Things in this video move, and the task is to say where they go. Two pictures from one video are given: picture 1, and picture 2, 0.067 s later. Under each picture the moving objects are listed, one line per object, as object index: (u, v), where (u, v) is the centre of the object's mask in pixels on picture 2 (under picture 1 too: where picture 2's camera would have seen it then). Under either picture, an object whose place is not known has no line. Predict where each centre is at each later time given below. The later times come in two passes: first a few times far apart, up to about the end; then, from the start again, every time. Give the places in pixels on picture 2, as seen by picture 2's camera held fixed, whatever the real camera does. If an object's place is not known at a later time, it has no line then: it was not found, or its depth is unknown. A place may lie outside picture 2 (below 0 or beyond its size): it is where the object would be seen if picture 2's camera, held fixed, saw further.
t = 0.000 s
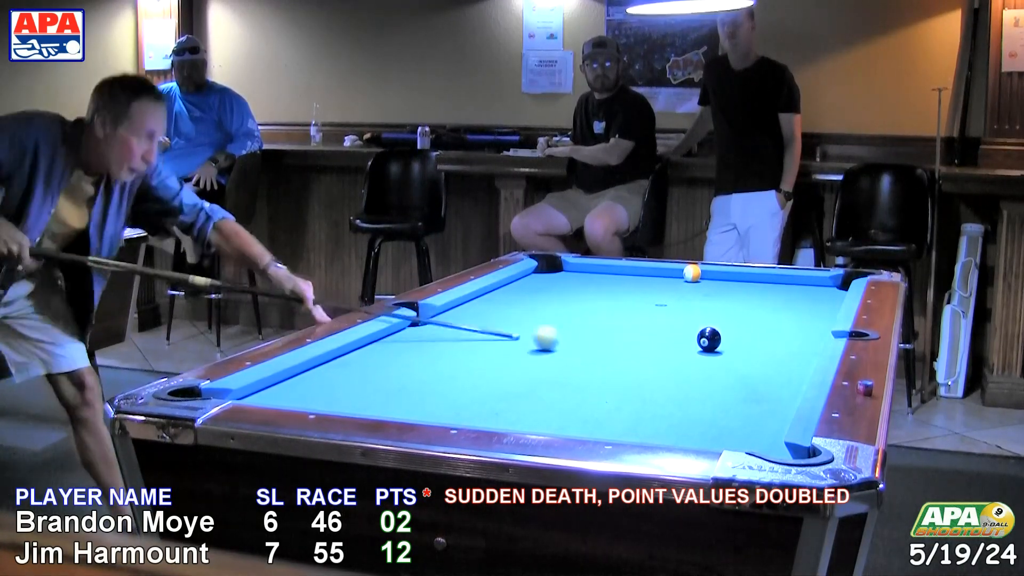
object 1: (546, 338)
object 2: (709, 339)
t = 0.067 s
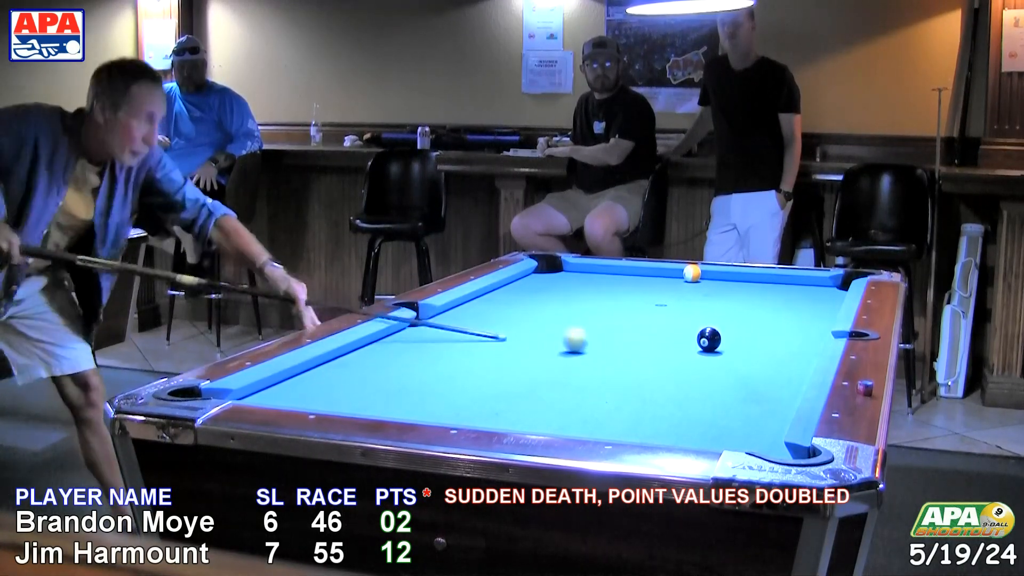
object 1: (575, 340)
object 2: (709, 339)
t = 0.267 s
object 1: (663, 345)
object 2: (709, 339)
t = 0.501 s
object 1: (768, 351)
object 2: (709, 339)
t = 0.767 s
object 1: (765, 349)
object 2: (709, 339)
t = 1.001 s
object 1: (708, 344)
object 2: (701, 332)
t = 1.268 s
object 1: (661, 345)
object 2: (689, 332)
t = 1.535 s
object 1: (615, 345)
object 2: (676, 327)
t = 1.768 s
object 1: (577, 345)
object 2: (666, 324)
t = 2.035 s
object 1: (536, 345)
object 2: (656, 320)
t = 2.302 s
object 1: (498, 345)
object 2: (648, 317)
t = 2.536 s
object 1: (467, 345)
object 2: (641, 314)
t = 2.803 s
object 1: (435, 345)
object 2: (635, 312)
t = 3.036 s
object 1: (408, 344)
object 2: (631, 310)
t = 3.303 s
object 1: (380, 344)
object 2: (627, 309)
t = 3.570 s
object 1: (375, 345)
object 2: (624, 308)
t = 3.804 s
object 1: (386, 346)
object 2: (621, 307)
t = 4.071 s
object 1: (397, 348)
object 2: (618, 307)
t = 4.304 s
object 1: (405, 348)
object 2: (616, 307)
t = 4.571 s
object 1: (413, 349)
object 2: (617, 307)
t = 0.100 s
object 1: (590, 341)
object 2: (709, 339)
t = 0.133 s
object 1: (605, 341)
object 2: (709, 339)
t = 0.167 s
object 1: (620, 343)
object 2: (709, 339)
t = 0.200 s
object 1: (634, 343)
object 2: (709, 339)
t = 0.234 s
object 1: (649, 344)
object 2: (709, 339)
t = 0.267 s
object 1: (663, 345)
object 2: (709, 339)
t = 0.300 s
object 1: (679, 346)
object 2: (709, 339)
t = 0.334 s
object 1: (694, 346)
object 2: (711, 338)
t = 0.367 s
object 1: (708, 347)
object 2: (709, 332)
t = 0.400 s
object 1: (722, 348)
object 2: (706, 337)
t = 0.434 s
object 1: (738, 349)
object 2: (709, 339)
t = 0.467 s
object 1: (753, 350)
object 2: (709, 339)
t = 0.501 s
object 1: (768, 351)
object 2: (709, 339)
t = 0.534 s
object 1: (782, 352)
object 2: (709, 339)
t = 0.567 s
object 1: (797, 353)
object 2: (709, 339)
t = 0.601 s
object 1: (809, 353)
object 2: (709, 339)
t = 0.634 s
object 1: (802, 353)
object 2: (709, 339)
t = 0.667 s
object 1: (793, 352)
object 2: (709, 339)
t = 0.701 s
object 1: (783, 351)
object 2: (709, 339)
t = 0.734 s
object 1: (774, 350)
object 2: (709, 339)
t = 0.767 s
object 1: (765, 349)
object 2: (709, 339)
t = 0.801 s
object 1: (756, 348)
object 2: (709, 339)
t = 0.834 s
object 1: (747, 347)
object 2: (709, 339)
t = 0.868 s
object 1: (738, 346)
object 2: (709, 339)
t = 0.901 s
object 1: (729, 345)
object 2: (708, 339)
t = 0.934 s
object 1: (720, 344)
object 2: (705, 338)
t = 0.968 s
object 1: (714, 344)
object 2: (702, 336)
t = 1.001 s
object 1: (708, 344)
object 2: (701, 332)
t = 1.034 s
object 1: (702, 344)
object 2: (703, 330)
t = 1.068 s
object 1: (697, 344)
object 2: (703, 331)
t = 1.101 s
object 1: (691, 344)
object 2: (701, 332)
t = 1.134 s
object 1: (685, 344)
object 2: (699, 333)
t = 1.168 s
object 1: (679, 344)
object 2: (696, 333)
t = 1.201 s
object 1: (672, 345)
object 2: (693, 333)
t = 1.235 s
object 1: (666, 345)
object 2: (691, 333)
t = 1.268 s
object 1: (661, 345)
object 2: (689, 332)
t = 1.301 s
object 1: (655, 345)
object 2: (688, 332)
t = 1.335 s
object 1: (649, 345)
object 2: (686, 331)
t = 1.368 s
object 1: (643, 345)
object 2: (684, 330)
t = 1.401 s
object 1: (637, 345)
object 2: (683, 330)
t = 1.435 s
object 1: (632, 345)
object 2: (681, 329)
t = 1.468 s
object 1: (626, 345)
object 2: (679, 329)
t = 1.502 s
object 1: (621, 345)
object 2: (678, 328)
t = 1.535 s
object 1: (615, 345)
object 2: (676, 327)
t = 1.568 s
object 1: (609, 345)
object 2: (675, 327)
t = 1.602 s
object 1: (604, 345)
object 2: (673, 326)
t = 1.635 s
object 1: (598, 345)
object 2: (672, 326)
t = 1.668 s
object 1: (593, 345)
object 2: (670, 325)
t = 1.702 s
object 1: (588, 345)
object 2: (669, 325)
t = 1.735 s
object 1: (582, 345)
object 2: (668, 324)
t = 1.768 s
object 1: (577, 345)
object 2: (666, 324)
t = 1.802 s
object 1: (572, 345)
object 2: (665, 323)
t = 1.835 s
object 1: (567, 345)
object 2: (664, 323)
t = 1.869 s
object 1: (562, 345)
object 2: (662, 322)
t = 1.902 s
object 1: (556, 345)
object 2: (661, 322)
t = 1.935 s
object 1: (551, 345)
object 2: (660, 321)
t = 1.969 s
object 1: (546, 345)
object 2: (659, 321)
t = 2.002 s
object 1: (541, 345)
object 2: (657, 320)
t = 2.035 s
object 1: (536, 345)
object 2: (656, 320)
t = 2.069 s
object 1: (531, 345)
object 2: (655, 319)
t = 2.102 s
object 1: (527, 345)
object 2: (654, 319)
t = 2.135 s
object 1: (522, 345)
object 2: (653, 319)
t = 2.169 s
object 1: (517, 345)
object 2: (652, 318)
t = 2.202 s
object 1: (512, 345)
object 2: (650, 318)
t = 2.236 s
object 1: (508, 345)
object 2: (649, 317)
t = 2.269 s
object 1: (503, 345)
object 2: (648, 317)
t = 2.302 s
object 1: (498, 345)
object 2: (648, 317)
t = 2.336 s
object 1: (494, 345)
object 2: (646, 316)
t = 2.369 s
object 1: (489, 345)
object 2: (646, 316)
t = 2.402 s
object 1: (485, 345)
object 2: (645, 316)
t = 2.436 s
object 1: (480, 345)
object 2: (644, 315)
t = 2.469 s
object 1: (476, 345)
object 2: (643, 315)
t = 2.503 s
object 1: (471, 345)
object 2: (642, 315)
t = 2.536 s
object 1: (467, 345)
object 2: (641, 314)
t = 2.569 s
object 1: (463, 345)
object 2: (641, 314)
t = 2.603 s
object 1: (459, 345)
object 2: (640, 314)
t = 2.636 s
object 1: (455, 345)
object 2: (639, 313)
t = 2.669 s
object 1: (451, 345)
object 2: (638, 313)
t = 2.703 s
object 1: (446, 345)
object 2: (637, 313)
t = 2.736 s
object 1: (442, 345)
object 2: (637, 312)
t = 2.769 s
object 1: (438, 345)
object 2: (636, 312)
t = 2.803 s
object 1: (435, 345)
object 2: (635, 312)
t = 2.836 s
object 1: (431, 345)
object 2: (635, 312)
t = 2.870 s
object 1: (427, 345)
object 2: (634, 311)
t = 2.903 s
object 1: (423, 345)
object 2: (634, 311)
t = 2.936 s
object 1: (419, 344)
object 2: (633, 311)
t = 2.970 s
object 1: (415, 345)
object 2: (632, 311)
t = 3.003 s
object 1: (411, 344)
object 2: (632, 310)
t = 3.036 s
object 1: (408, 344)
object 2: (631, 310)
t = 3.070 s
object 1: (404, 344)
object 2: (631, 310)
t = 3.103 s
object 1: (400, 344)
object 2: (630, 310)
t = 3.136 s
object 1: (397, 344)
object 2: (630, 310)
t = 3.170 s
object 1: (393, 344)
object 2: (629, 310)
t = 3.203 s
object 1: (390, 344)
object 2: (629, 309)
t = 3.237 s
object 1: (387, 344)
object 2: (628, 309)
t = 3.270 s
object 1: (383, 344)
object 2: (628, 309)
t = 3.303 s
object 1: (380, 344)
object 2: (627, 309)
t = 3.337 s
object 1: (377, 344)
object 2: (627, 309)
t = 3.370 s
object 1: (374, 344)
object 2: (626, 308)
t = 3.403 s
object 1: (371, 344)
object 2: (626, 308)
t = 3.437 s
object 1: (369, 344)
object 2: (626, 308)
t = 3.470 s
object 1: (370, 344)
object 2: (625, 308)
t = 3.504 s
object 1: (371, 344)
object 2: (625, 308)
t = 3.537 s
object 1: (373, 344)
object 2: (624, 308)
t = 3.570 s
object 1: (375, 345)
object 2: (624, 308)
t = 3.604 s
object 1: (377, 345)
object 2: (623, 308)
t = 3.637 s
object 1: (378, 345)
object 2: (623, 308)
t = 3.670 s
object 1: (379, 346)
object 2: (623, 308)
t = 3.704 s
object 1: (381, 346)
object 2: (622, 307)
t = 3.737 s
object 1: (383, 346)
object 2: (621, 307)
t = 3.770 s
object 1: (384, 346)
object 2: (621, 307)
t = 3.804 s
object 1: (386, 346)
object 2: (621, 307)
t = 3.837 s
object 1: (387, 346)
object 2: (620, 307)
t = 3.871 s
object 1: (388, 347)
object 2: (620, 307)
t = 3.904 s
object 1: (390, 347)
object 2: (620, 307)
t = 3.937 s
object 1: (391, 347)
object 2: (619, 307)
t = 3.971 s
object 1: (393, 347)
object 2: (619, 307)
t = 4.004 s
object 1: (394, 347)
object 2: (619, 307)
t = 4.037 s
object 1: (395, 347)
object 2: (618, 307)
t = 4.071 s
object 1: (397, 348)
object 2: (618, 307)
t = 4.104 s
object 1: (398, 348)
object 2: (618, 307)
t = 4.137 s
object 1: (399, 348)
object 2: (617, 307)
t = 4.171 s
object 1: (401, 348)
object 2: (617, 307)
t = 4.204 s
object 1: (402, 348)
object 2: (617, 307)
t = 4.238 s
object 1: (403, 348)
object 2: (617, 307)
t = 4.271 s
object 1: (404, 348)
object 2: (617, 307)
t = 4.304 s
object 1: (405, 348)
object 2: (616, 307)
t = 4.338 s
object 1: (406, 349)
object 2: (616, 307)
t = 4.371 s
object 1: (407, 349)
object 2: (616, 307)
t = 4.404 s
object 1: (408, 349)
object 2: (616, 307)
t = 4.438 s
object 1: (409, 349)
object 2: (616, 307)
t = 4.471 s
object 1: (410, 349)
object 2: (616, 307)
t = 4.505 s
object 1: (411, 349)
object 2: (616, 307)
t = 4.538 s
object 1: (412, 349)
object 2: (617, 307)
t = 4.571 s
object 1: (413, 349)
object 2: (617, 307)
